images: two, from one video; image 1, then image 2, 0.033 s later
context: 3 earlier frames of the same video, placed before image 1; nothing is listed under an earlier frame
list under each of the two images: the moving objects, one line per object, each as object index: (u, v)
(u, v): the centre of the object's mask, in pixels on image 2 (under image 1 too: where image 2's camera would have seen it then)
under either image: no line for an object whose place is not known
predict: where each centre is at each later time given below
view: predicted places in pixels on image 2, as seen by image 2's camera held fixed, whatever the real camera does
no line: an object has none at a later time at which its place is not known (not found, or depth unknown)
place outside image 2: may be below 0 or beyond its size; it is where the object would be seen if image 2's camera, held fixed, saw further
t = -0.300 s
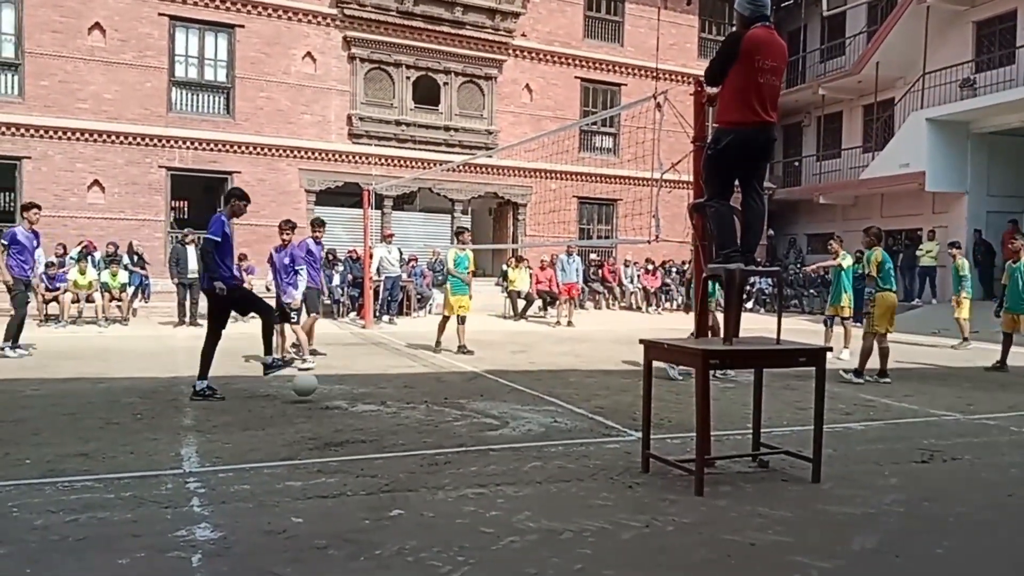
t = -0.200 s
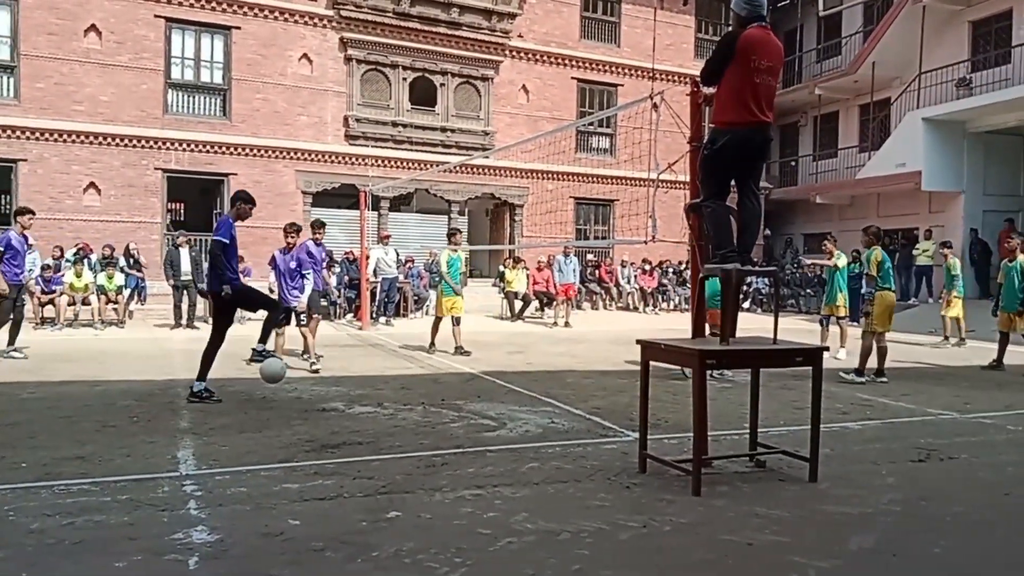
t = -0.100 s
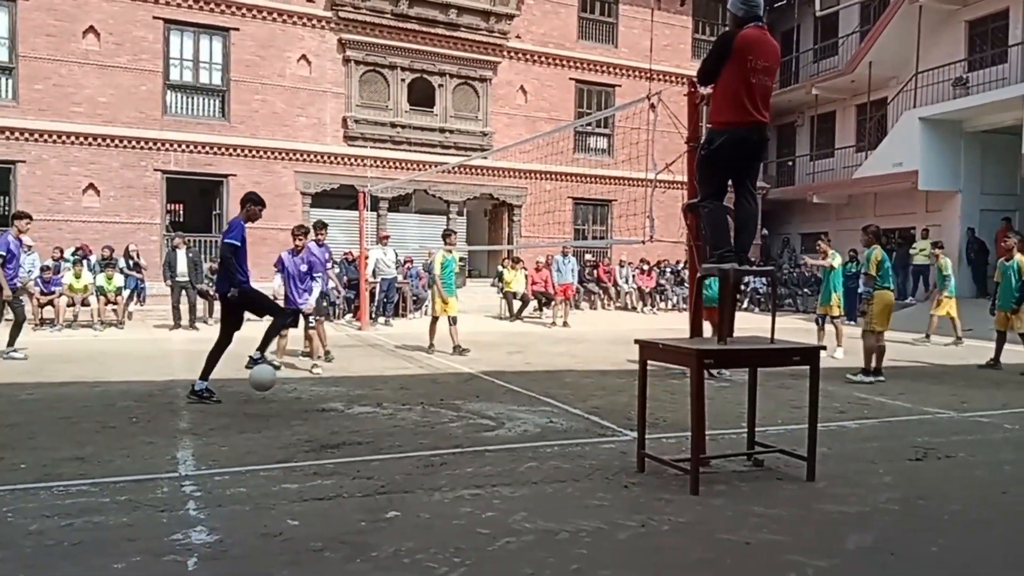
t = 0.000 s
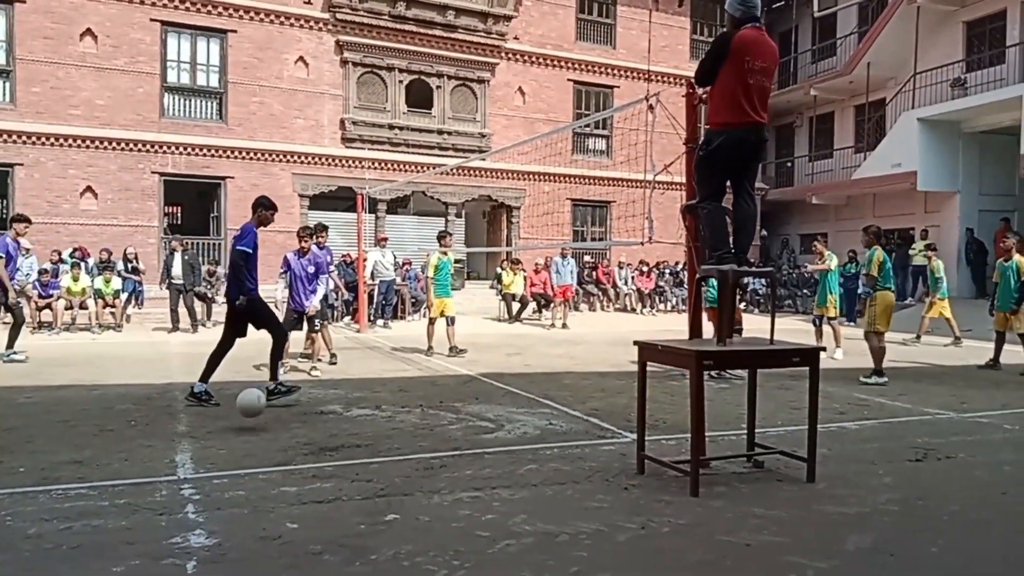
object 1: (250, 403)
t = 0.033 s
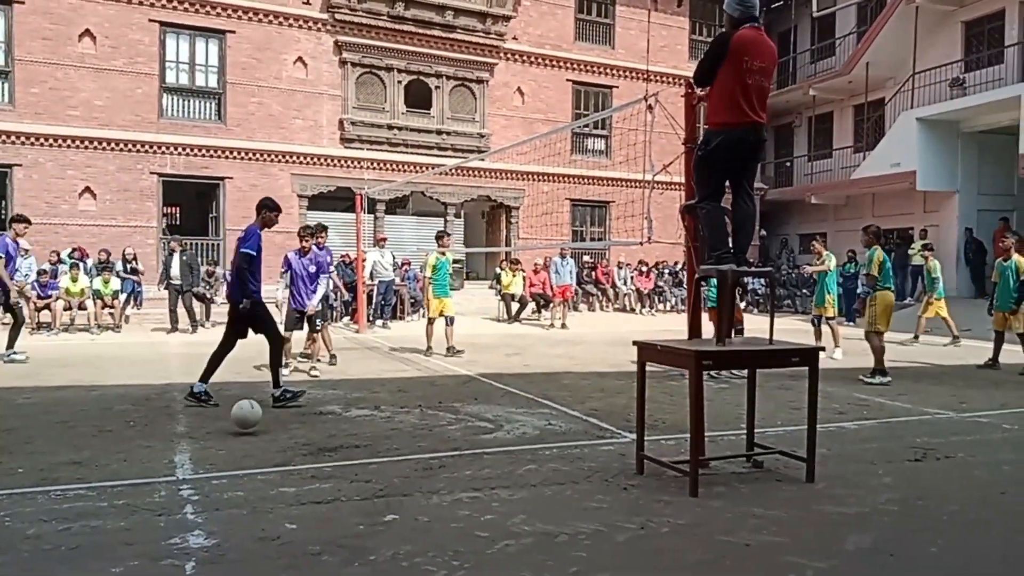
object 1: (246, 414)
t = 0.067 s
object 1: (241, 422)
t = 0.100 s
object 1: (233, 414)
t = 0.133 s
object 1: (226, 410)
